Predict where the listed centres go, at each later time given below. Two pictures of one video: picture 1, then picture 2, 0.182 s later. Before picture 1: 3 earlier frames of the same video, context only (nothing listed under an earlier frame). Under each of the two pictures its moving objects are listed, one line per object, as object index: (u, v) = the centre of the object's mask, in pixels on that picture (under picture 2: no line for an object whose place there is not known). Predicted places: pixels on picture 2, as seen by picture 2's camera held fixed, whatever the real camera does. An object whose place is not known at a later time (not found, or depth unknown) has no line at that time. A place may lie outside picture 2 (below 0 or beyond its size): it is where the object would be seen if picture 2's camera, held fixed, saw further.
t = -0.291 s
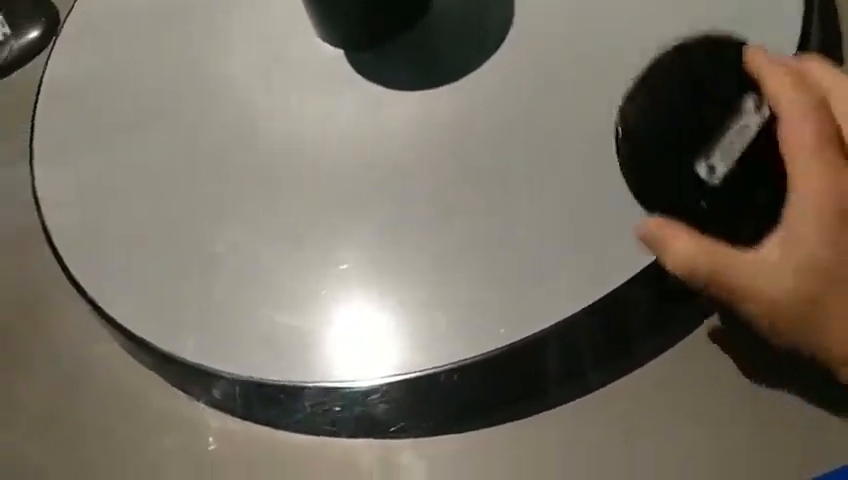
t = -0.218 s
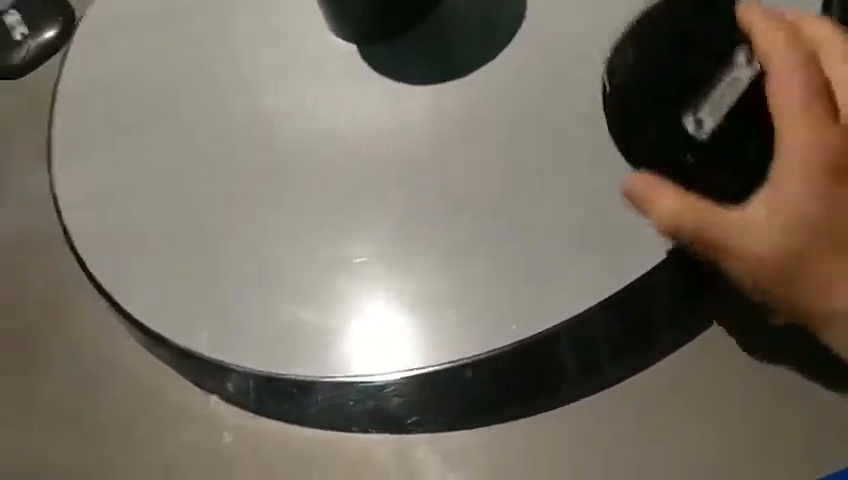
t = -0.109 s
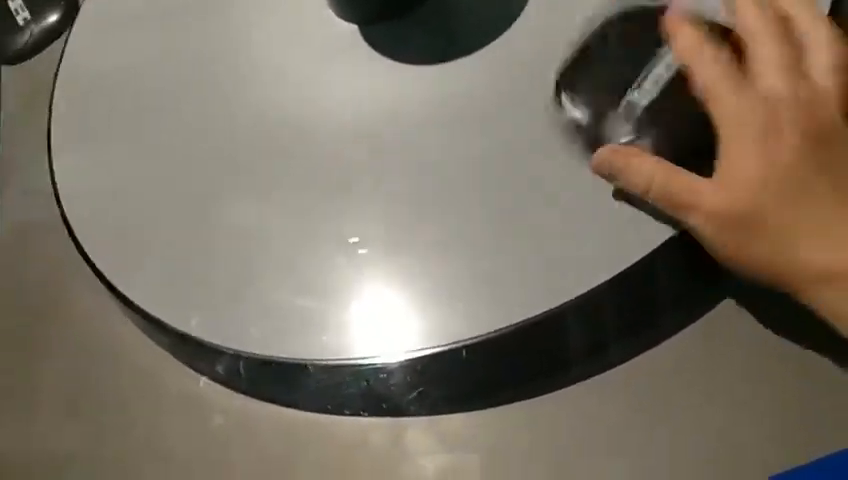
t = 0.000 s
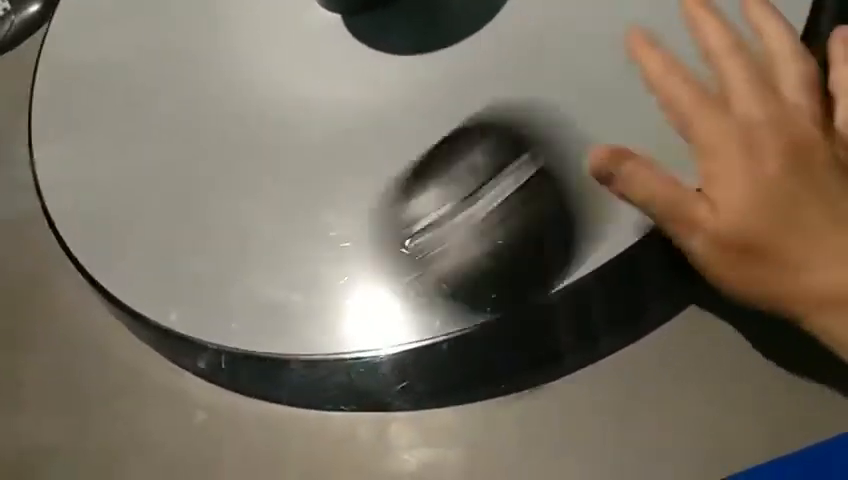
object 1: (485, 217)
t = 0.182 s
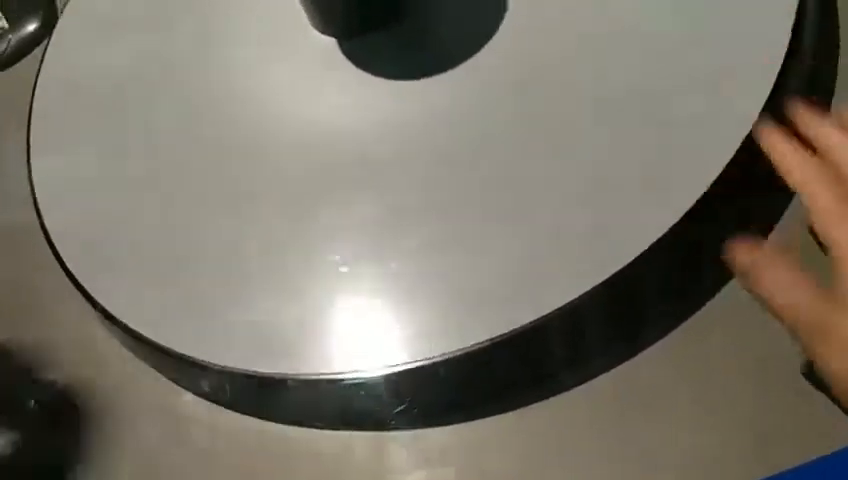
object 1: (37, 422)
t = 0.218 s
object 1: (39, 413)
